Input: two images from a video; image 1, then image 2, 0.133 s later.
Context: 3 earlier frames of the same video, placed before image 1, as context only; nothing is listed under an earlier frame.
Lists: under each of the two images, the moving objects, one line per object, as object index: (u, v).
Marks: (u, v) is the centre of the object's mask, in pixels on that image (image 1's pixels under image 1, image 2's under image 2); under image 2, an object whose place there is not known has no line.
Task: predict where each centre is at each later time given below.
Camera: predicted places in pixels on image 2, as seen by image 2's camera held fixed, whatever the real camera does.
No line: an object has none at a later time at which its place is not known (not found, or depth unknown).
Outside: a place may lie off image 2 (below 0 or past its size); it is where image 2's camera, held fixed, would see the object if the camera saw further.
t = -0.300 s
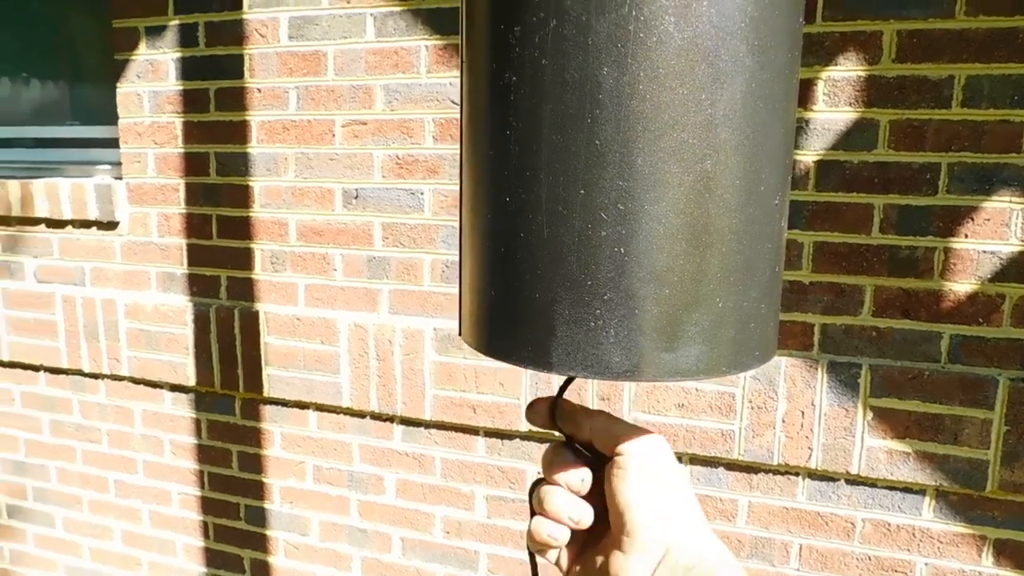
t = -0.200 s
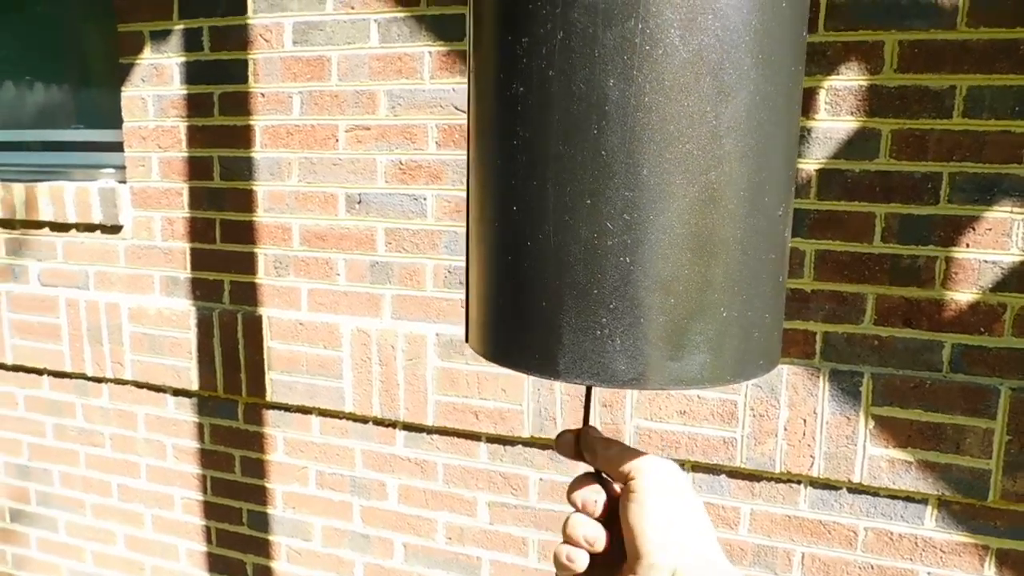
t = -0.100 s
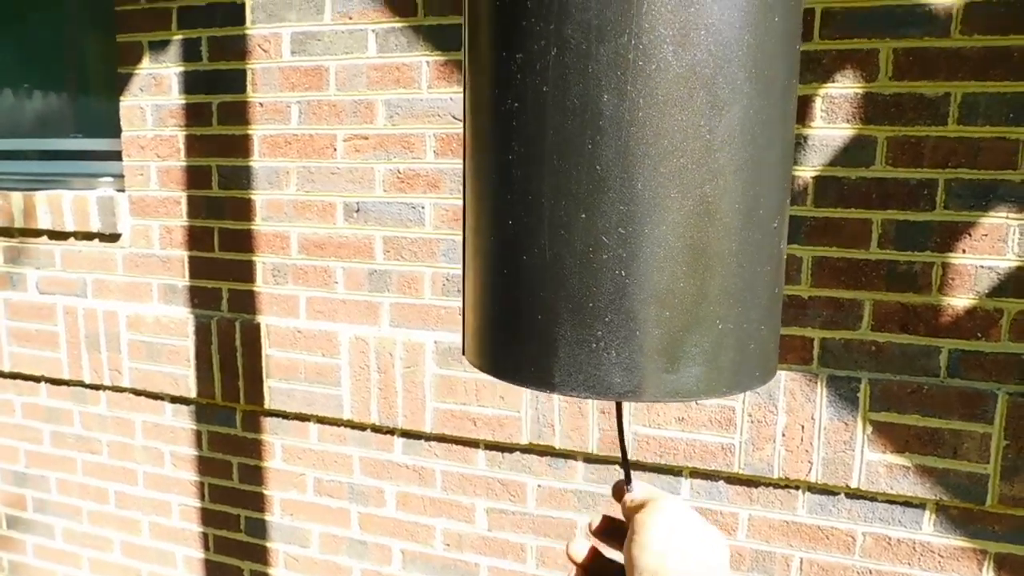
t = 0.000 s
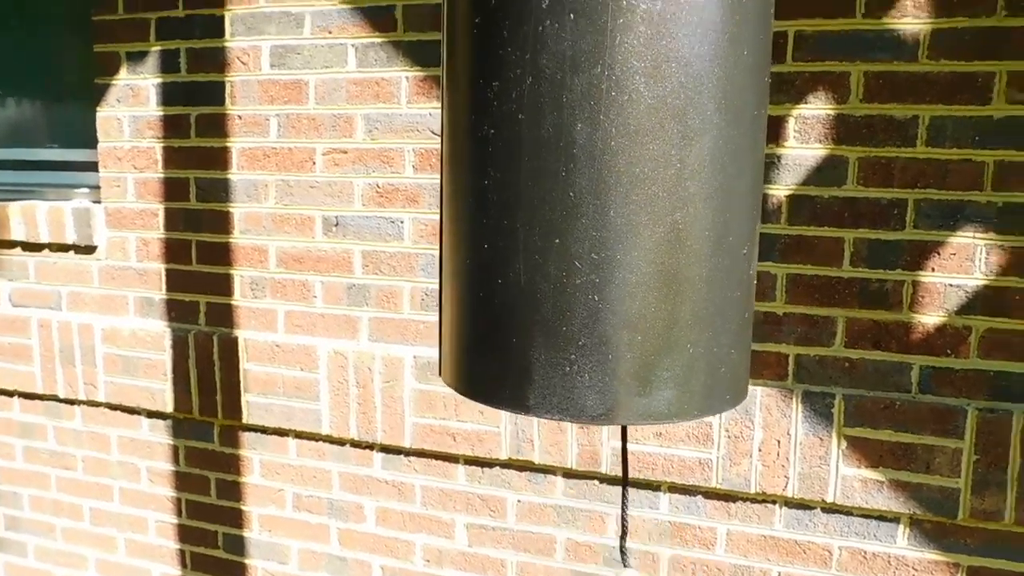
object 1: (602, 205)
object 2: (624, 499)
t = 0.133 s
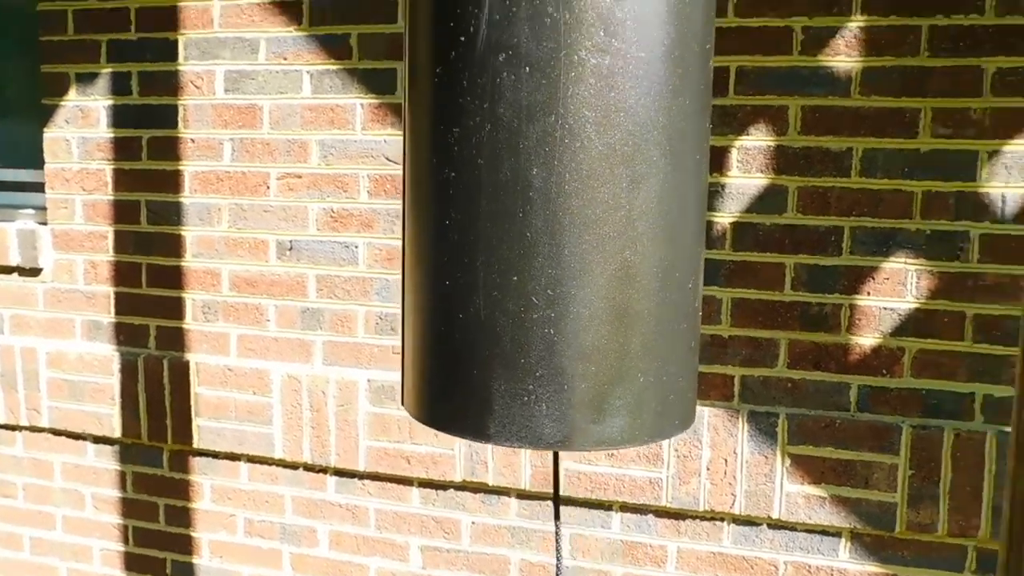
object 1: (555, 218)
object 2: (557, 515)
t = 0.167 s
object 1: (557, 212)
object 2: (540, 508)
